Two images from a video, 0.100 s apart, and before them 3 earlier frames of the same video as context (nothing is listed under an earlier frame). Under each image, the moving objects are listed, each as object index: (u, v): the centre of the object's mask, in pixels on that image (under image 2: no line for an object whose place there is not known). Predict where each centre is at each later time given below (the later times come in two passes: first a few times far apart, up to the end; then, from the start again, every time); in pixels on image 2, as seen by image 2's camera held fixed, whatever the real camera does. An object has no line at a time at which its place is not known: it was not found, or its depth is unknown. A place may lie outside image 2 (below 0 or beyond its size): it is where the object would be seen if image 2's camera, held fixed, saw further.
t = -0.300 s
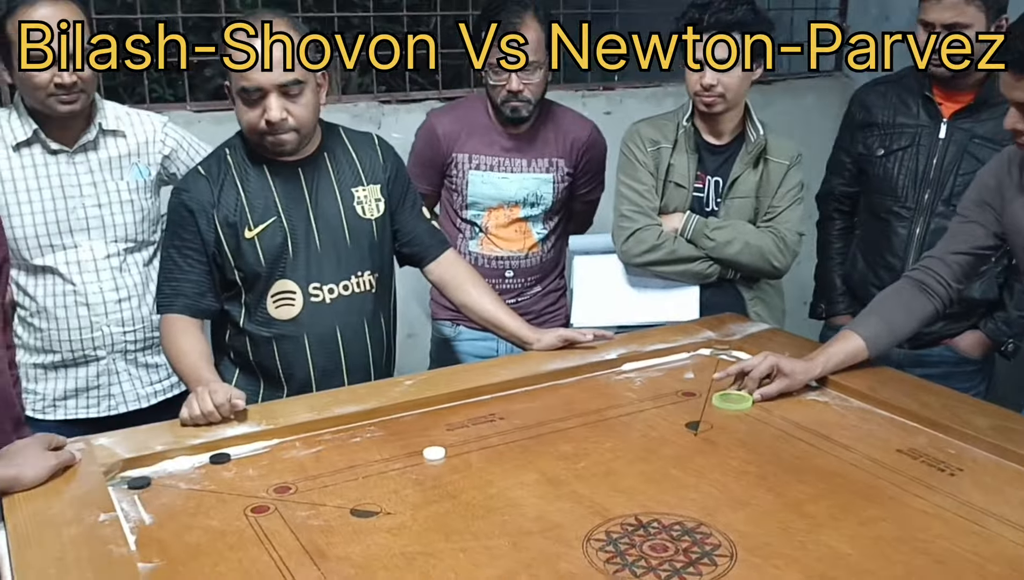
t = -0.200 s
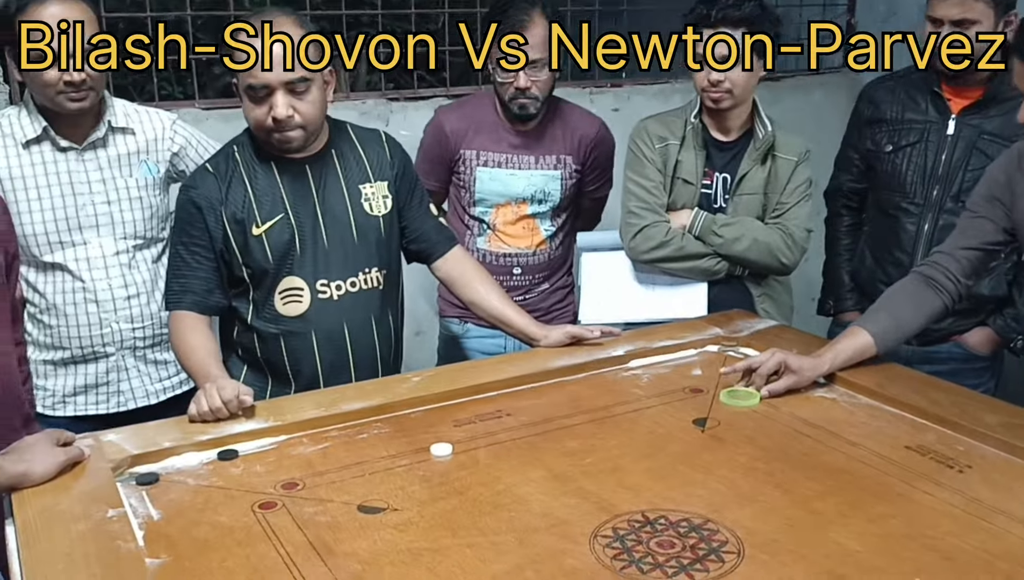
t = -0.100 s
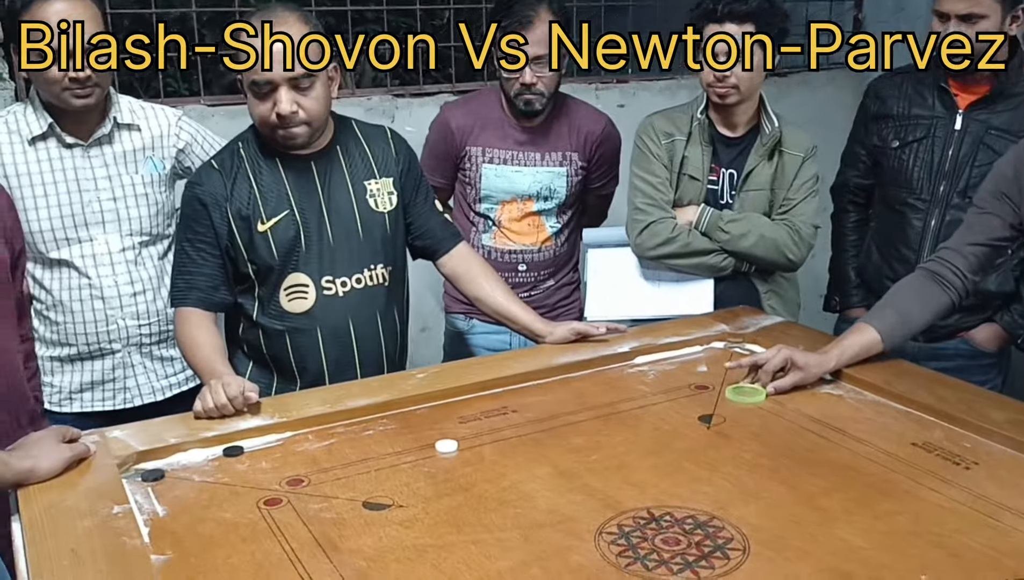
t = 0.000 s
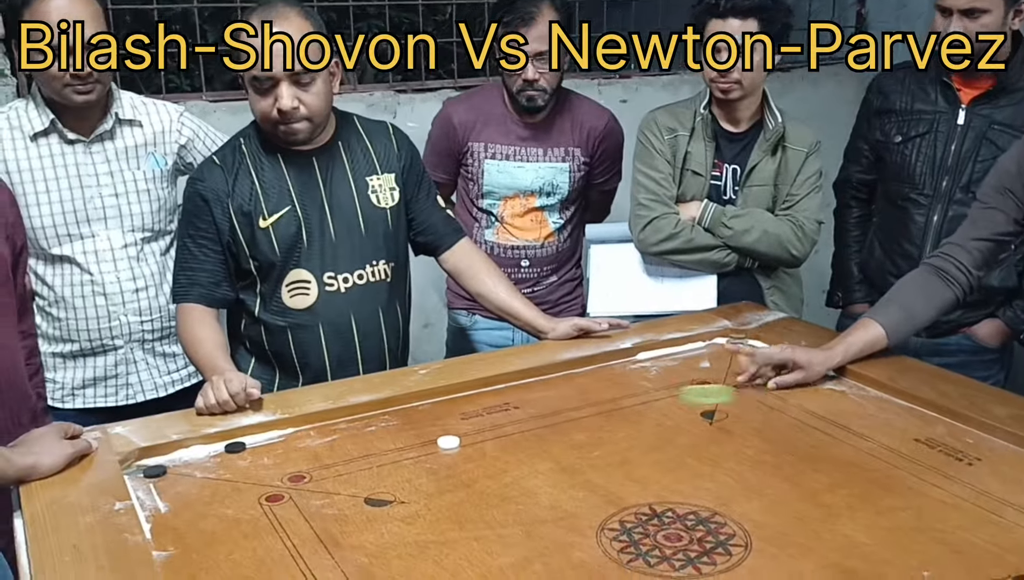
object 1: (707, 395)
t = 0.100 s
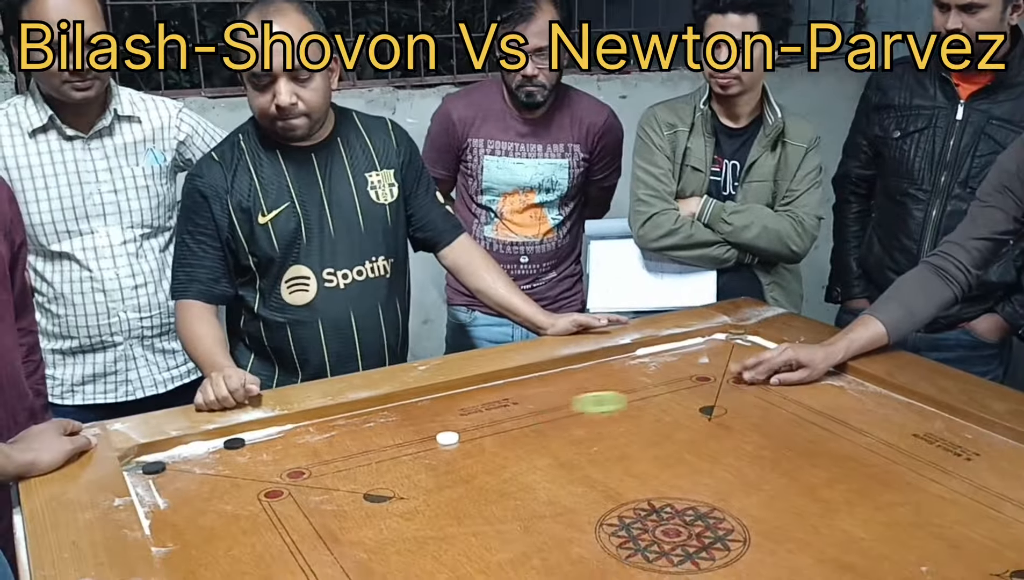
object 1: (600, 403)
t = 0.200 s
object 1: (497, 414)
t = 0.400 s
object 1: (301, 437)
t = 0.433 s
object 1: (267, 440)
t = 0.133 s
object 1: (565, 407)
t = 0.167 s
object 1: (531, 411)
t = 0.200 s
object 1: (497, 414)
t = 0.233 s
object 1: (462, 418)
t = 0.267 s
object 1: (429, 422)
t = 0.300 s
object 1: (396, 426)
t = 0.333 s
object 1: (363, 429)
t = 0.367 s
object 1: (330, 433)
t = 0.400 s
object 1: (301, 437)
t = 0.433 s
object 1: (267, 440)
